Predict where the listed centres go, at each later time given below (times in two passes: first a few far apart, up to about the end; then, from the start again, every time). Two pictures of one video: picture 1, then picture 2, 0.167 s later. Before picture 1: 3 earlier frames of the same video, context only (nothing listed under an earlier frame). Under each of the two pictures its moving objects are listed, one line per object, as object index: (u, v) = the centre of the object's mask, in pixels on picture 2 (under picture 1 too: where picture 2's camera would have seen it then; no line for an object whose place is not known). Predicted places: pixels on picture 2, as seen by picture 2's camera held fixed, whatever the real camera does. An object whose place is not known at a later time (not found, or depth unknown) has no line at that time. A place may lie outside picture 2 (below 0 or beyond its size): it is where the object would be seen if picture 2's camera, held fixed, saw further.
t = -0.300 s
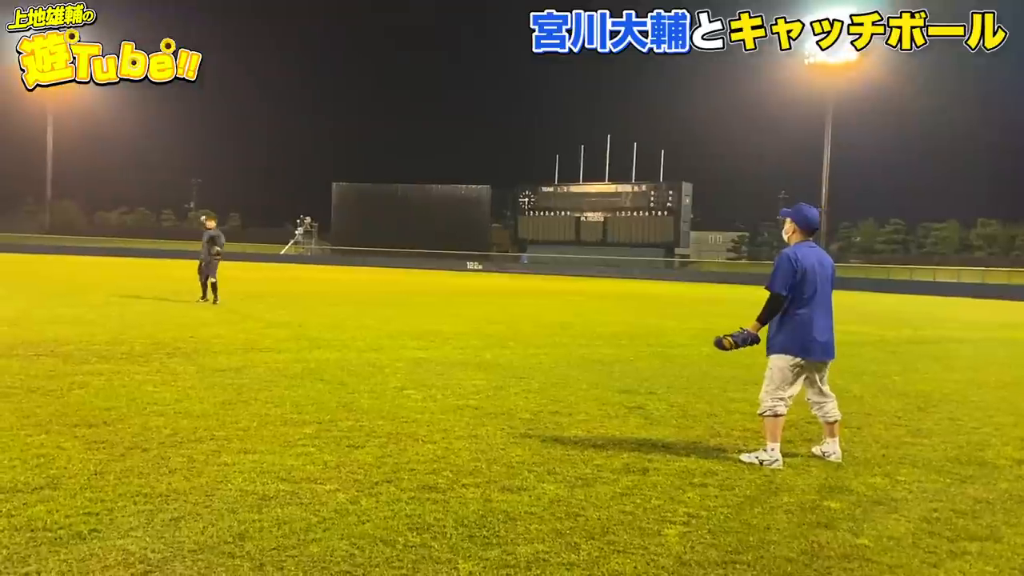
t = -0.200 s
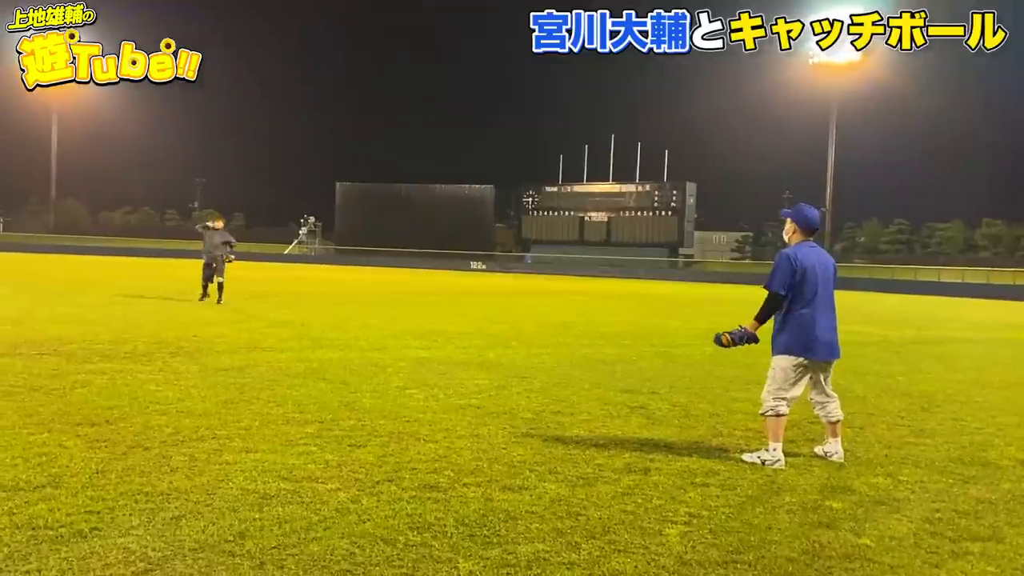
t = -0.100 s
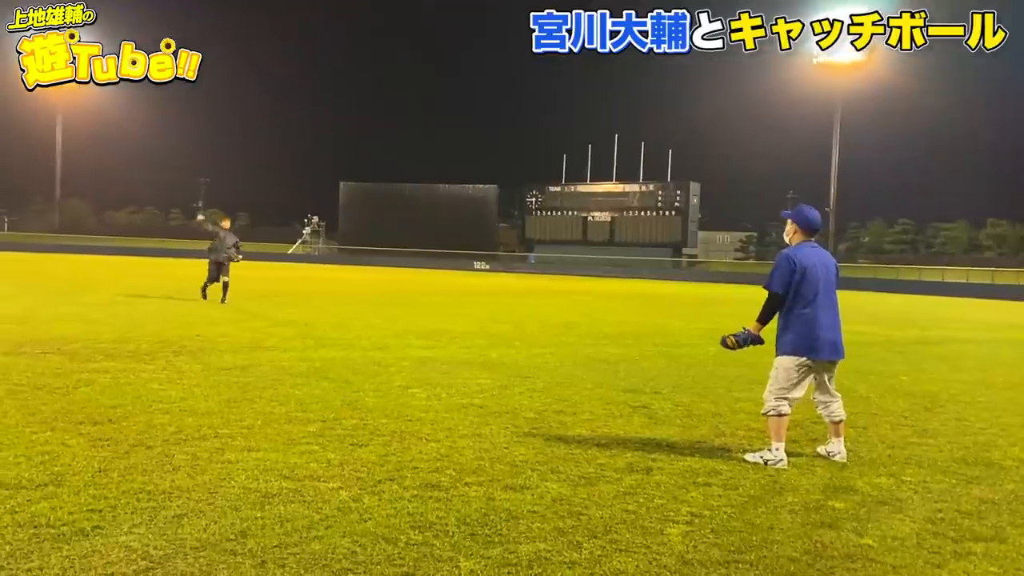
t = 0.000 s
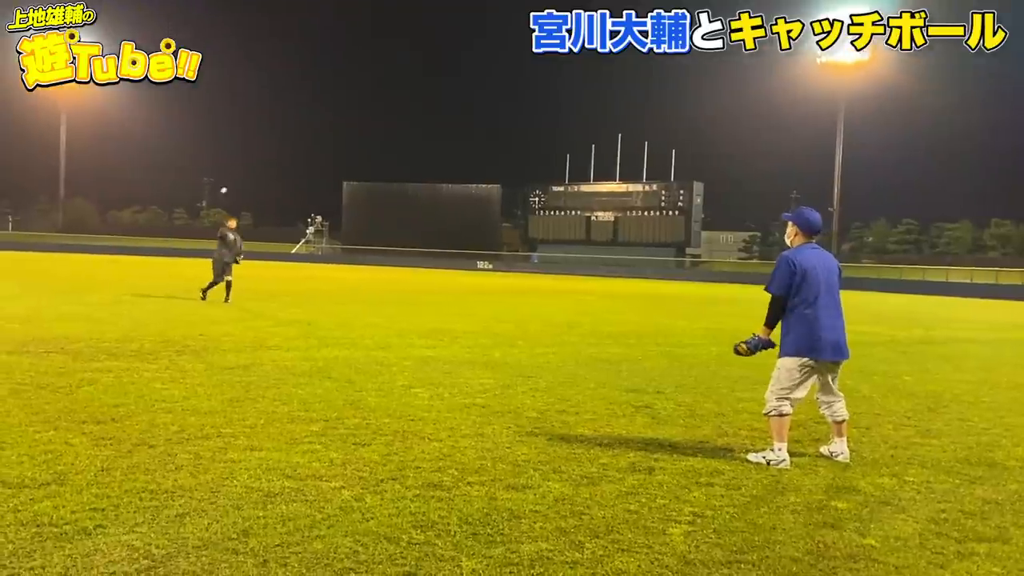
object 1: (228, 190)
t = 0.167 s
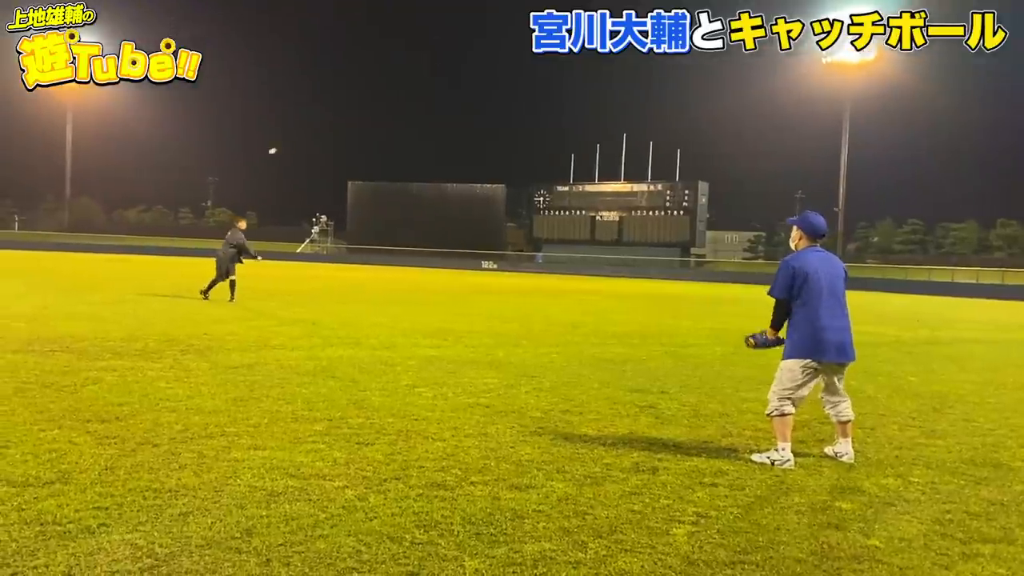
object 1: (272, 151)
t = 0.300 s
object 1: (315, 125)
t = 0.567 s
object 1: (438, 93)
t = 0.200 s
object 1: (282, 144)
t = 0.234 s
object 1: (293, 138)
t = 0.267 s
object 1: (304, 131)
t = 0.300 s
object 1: (315, 125)
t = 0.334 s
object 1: (328, 119)
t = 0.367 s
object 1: (341, 114)
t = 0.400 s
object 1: (354, 109)
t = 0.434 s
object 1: (369, 104)
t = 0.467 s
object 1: (385, 100)
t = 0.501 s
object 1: (401, 97)
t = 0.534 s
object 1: (419, 95)
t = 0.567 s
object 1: (438, 93)
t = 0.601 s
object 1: (458, 92)
